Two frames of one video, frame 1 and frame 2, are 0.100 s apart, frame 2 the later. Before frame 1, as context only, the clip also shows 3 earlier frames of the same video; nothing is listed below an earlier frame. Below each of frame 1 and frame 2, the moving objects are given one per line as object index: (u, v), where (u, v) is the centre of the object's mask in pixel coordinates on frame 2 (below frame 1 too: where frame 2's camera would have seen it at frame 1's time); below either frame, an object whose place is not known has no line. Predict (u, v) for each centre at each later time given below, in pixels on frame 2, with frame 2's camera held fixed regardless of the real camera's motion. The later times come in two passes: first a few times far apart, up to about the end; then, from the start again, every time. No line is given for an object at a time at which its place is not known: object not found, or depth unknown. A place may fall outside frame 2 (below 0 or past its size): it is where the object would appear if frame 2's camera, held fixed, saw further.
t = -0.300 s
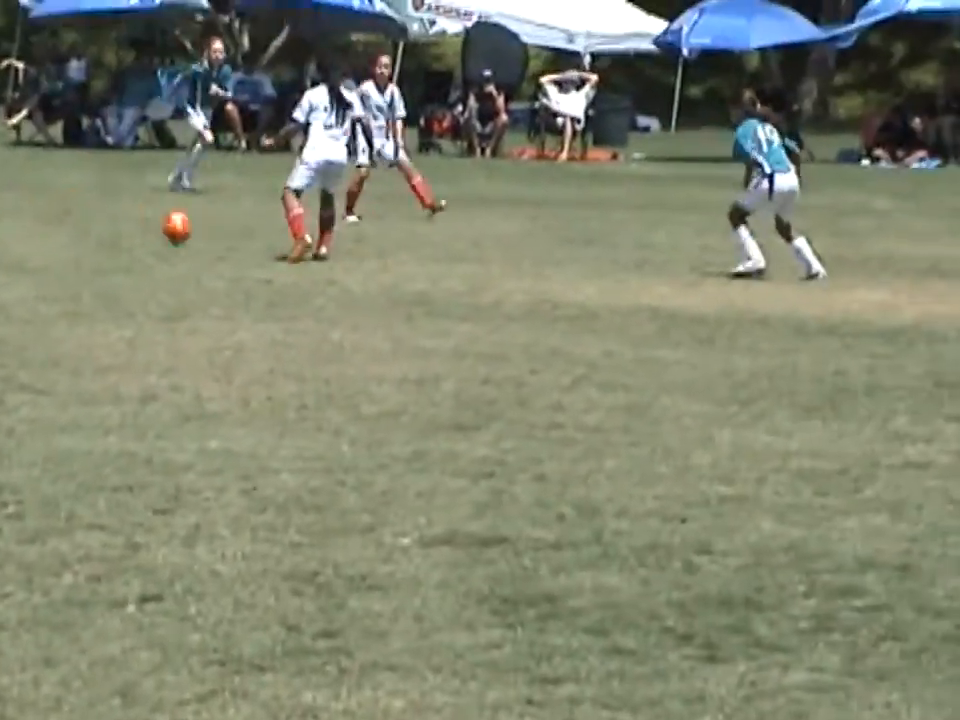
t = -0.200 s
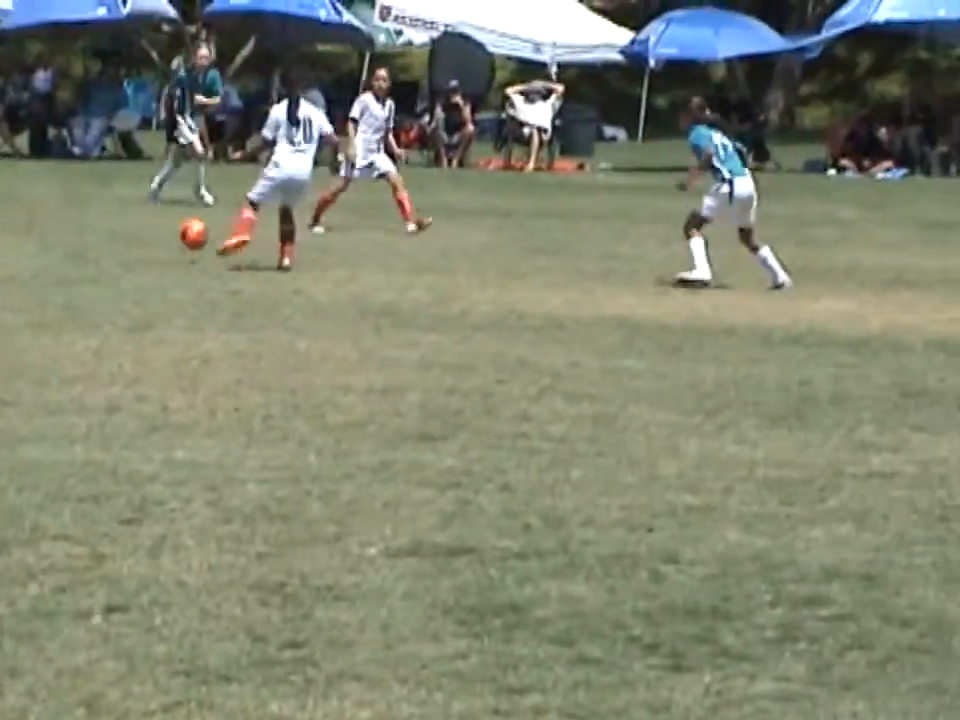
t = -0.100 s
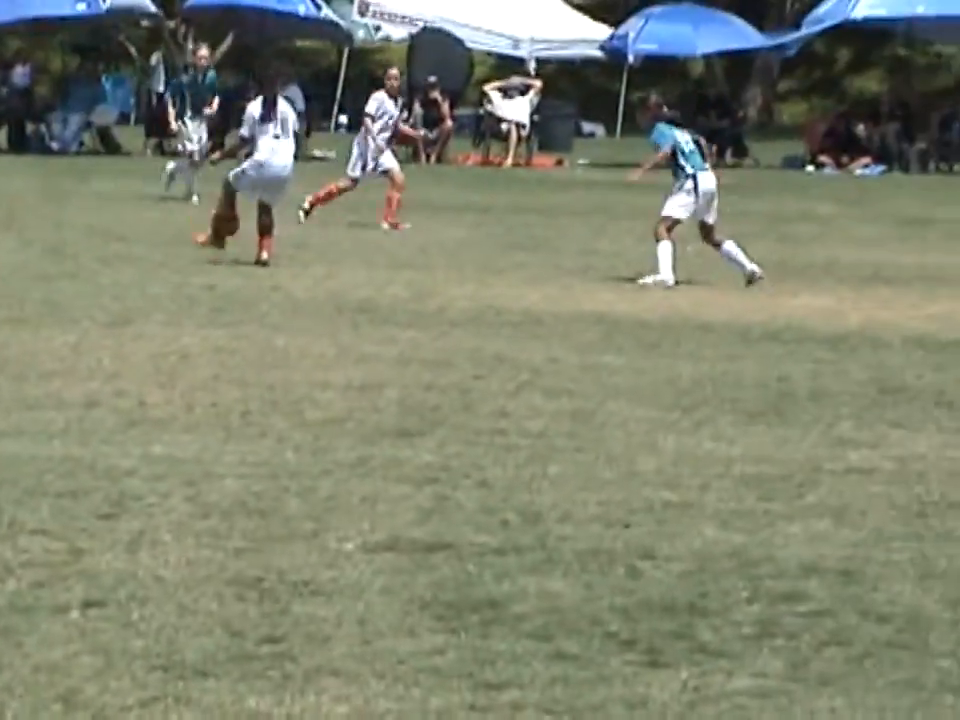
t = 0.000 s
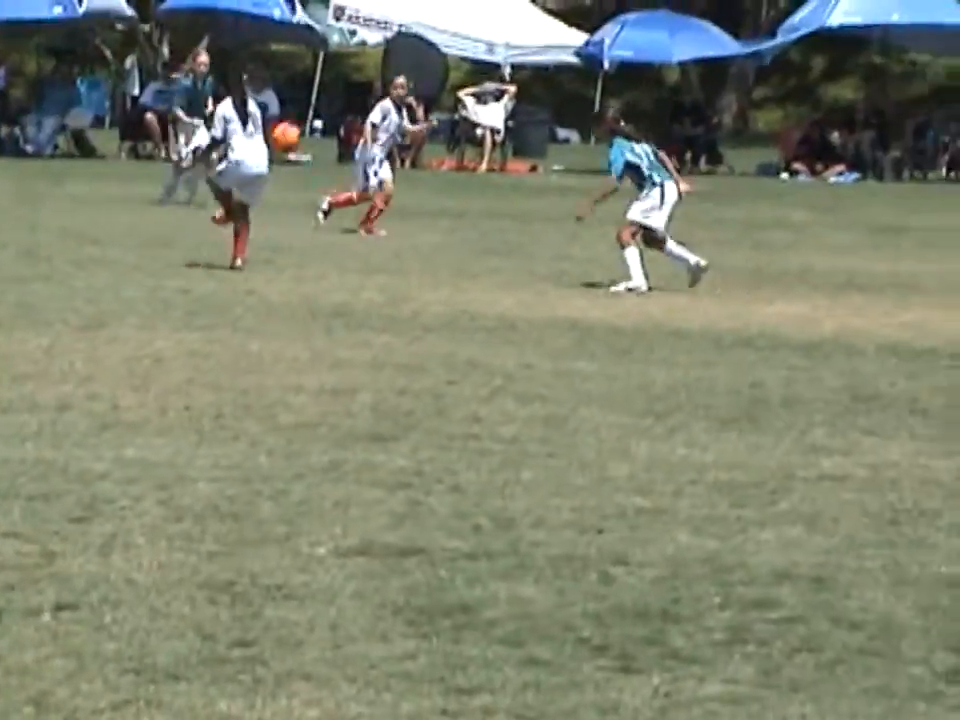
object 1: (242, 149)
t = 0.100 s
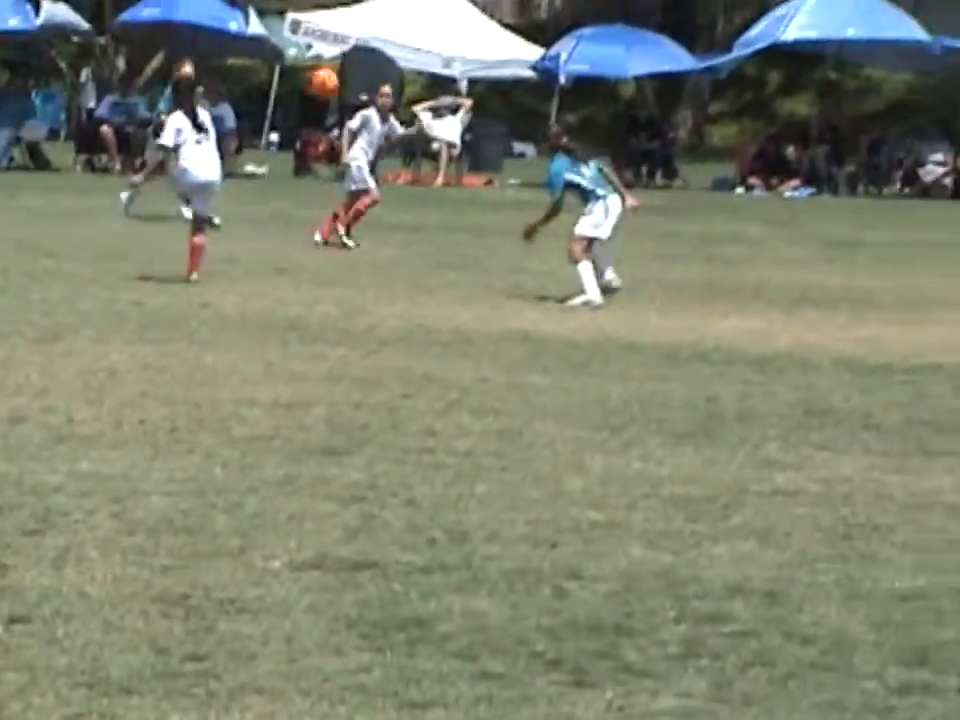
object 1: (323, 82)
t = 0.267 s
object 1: (454, 9)
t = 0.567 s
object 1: (664, -30)
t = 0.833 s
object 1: (835, 29)
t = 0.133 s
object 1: (352, 64)
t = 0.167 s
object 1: (377, 48)
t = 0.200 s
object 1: (403, 35)
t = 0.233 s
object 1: (428, 22)
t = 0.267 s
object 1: (454, 9)
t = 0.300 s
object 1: (479, -3)
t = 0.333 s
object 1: (502, -11)
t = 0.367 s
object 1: (525, -16)
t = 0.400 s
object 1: (549, -23)
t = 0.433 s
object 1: (572, -27)
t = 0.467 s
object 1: (596, -30)
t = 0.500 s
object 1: (618, -30)
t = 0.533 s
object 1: (641, -32)
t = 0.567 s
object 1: (664, -30)
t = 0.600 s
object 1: (686, -27)
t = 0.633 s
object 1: (708, -23)
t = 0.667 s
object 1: (730, -17)
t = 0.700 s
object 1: (751, -10)
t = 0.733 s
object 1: (772, -3)
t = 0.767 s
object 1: (793, 7)
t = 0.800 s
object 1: (815, 18)
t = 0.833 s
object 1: (835, 29)
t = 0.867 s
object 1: (854, 40)
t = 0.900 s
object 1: (875, 55)
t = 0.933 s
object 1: (894, 69)
